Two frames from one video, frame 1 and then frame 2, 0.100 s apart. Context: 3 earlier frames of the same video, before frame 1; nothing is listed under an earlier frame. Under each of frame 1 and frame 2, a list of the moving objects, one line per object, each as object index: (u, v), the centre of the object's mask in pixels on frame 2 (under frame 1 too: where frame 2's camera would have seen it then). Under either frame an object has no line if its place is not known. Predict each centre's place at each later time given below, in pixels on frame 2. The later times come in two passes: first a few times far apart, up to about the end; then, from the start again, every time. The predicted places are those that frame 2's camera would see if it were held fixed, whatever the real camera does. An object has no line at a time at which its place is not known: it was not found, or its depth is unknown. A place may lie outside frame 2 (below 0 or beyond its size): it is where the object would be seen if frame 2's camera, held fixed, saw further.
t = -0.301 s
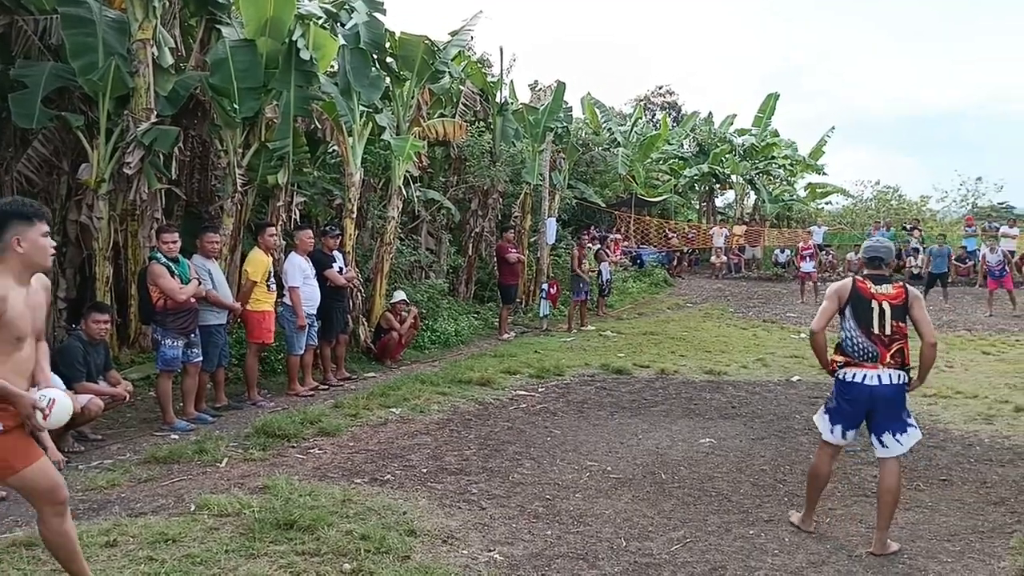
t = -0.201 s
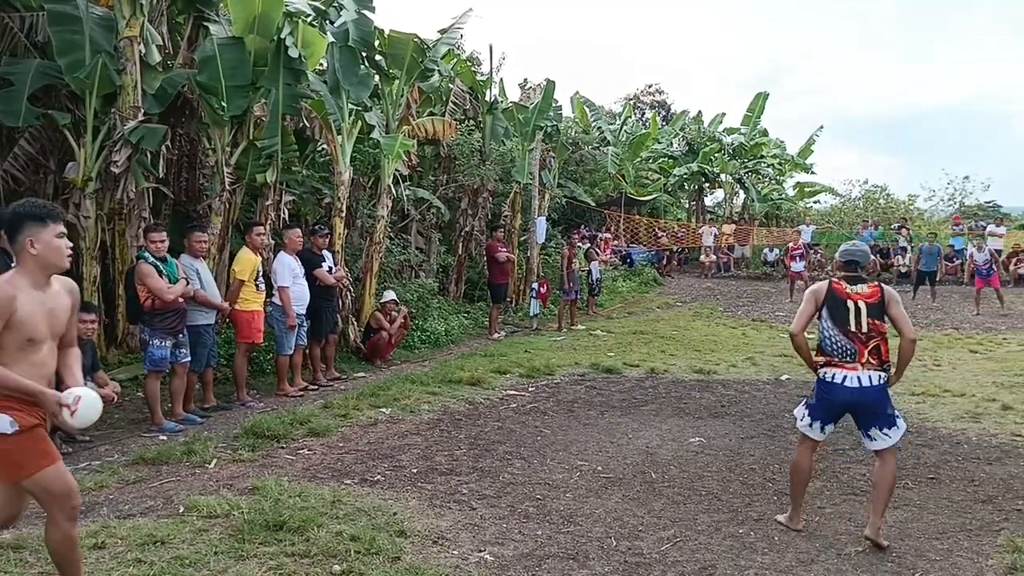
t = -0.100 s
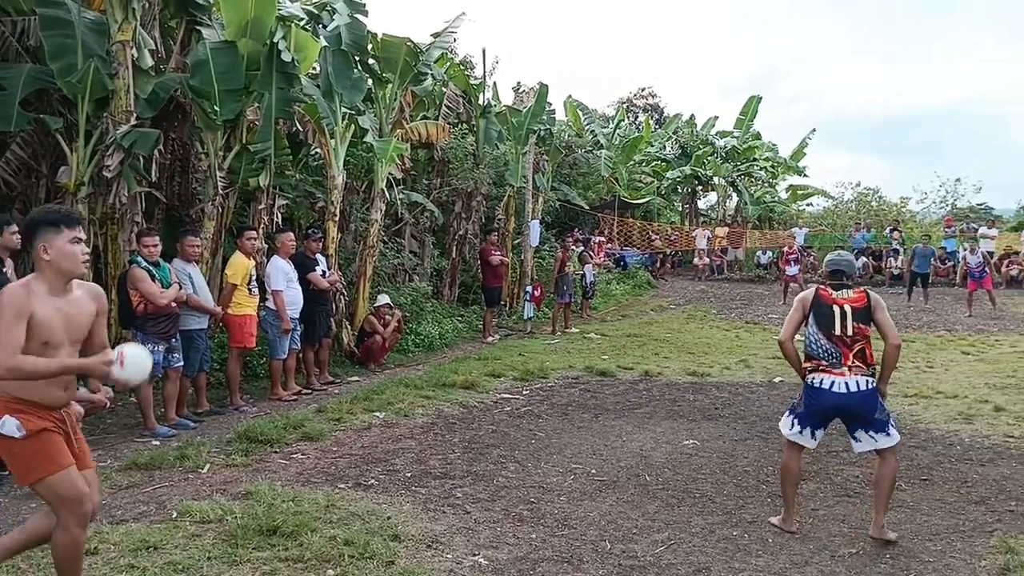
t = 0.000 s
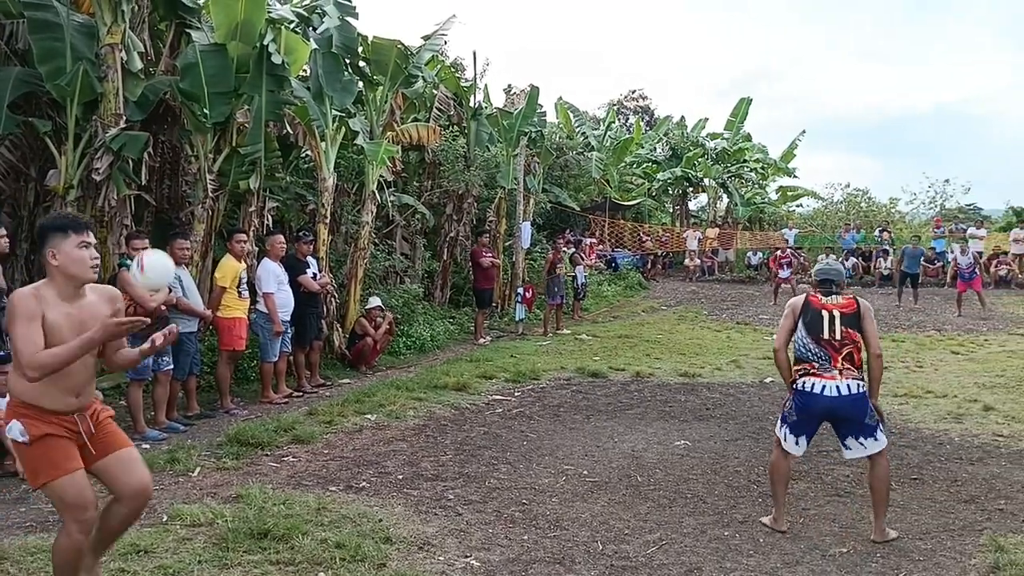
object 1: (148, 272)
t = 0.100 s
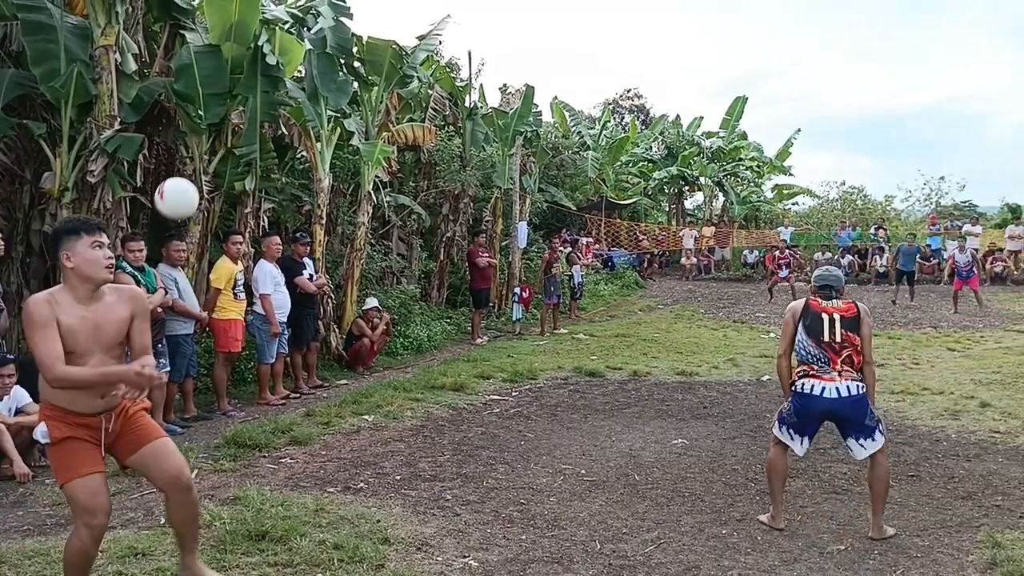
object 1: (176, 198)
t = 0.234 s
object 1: (212, 142)
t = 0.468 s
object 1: (271, 152)
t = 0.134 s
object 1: (186, 180)
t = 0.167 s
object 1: (194, 164)
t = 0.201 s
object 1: (203, 151)
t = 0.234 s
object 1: (212, 142)
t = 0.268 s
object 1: (221, 135)
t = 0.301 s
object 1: (229, 131)
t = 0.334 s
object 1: (238, 130)
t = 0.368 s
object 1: (246, 131)
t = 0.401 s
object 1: (254, 136)
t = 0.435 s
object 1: (263, 143)
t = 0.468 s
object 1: (271, 152)
